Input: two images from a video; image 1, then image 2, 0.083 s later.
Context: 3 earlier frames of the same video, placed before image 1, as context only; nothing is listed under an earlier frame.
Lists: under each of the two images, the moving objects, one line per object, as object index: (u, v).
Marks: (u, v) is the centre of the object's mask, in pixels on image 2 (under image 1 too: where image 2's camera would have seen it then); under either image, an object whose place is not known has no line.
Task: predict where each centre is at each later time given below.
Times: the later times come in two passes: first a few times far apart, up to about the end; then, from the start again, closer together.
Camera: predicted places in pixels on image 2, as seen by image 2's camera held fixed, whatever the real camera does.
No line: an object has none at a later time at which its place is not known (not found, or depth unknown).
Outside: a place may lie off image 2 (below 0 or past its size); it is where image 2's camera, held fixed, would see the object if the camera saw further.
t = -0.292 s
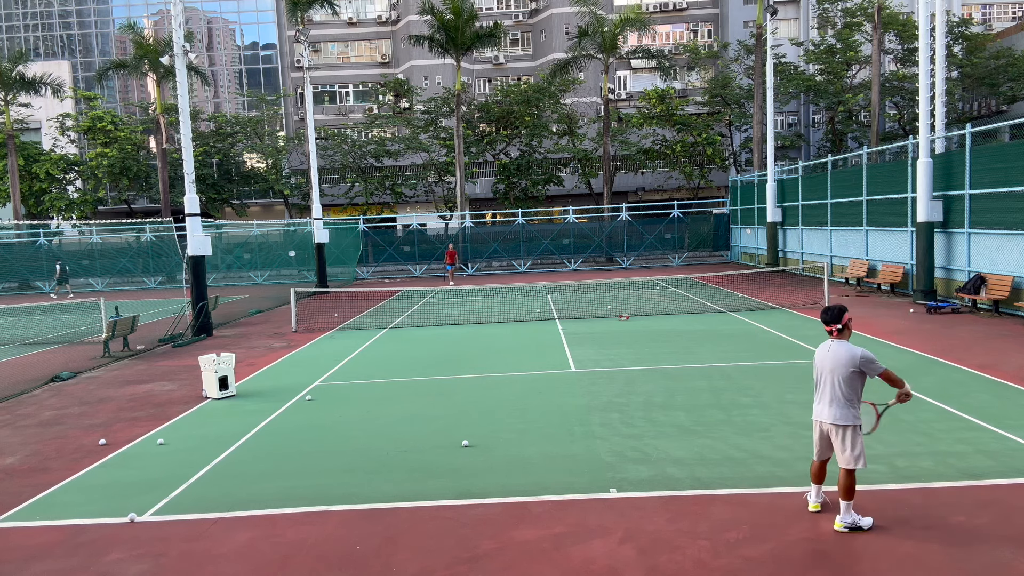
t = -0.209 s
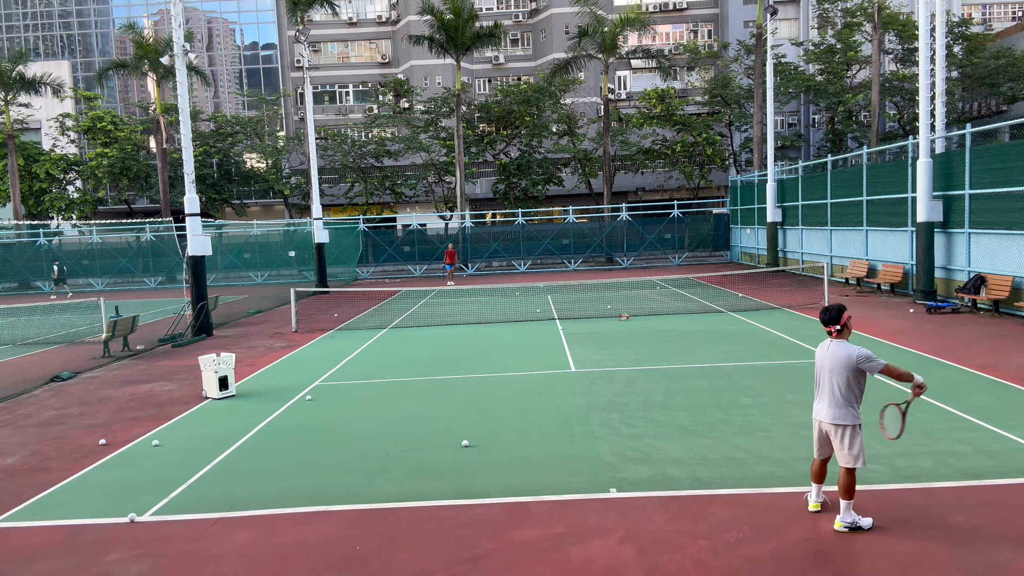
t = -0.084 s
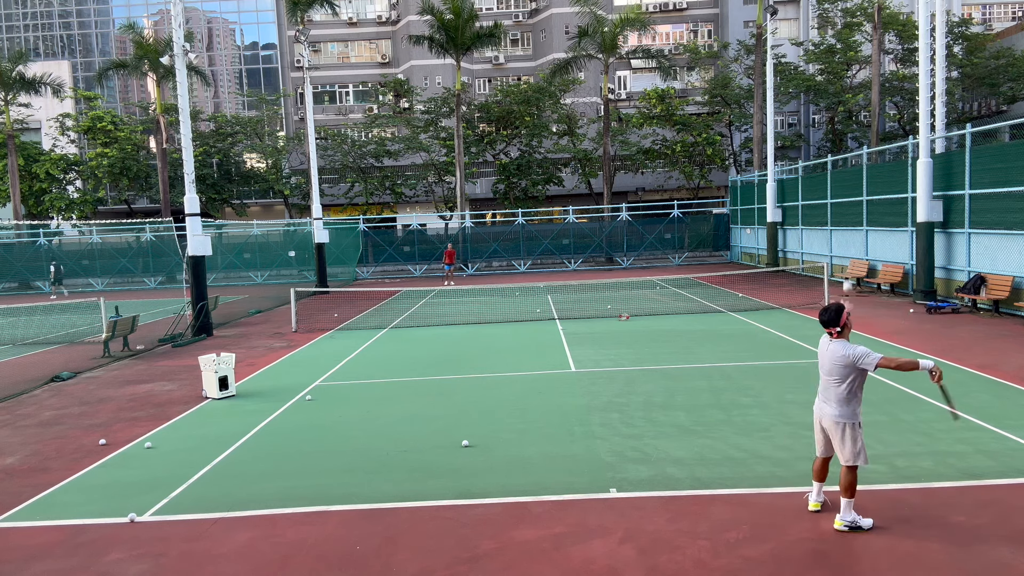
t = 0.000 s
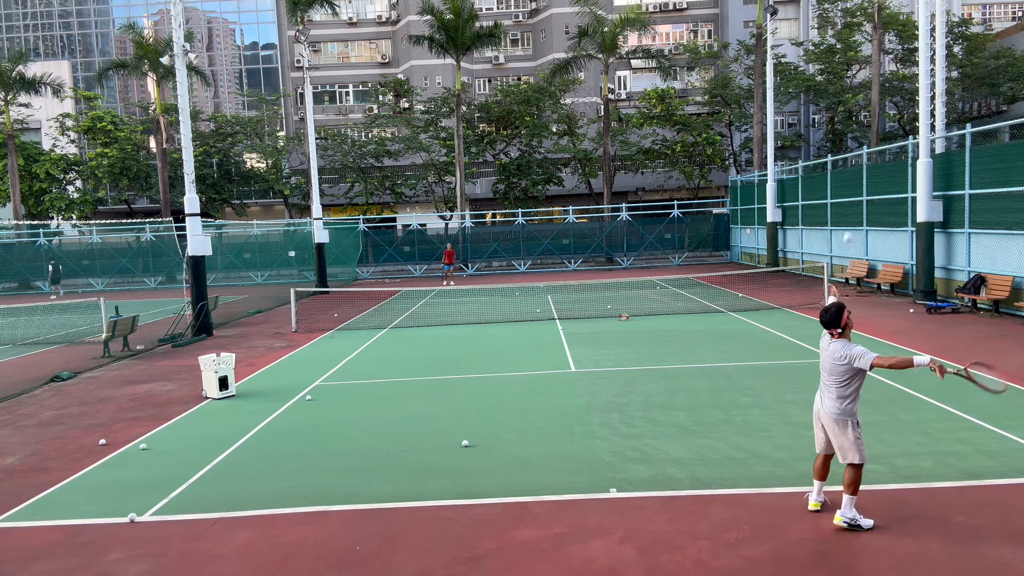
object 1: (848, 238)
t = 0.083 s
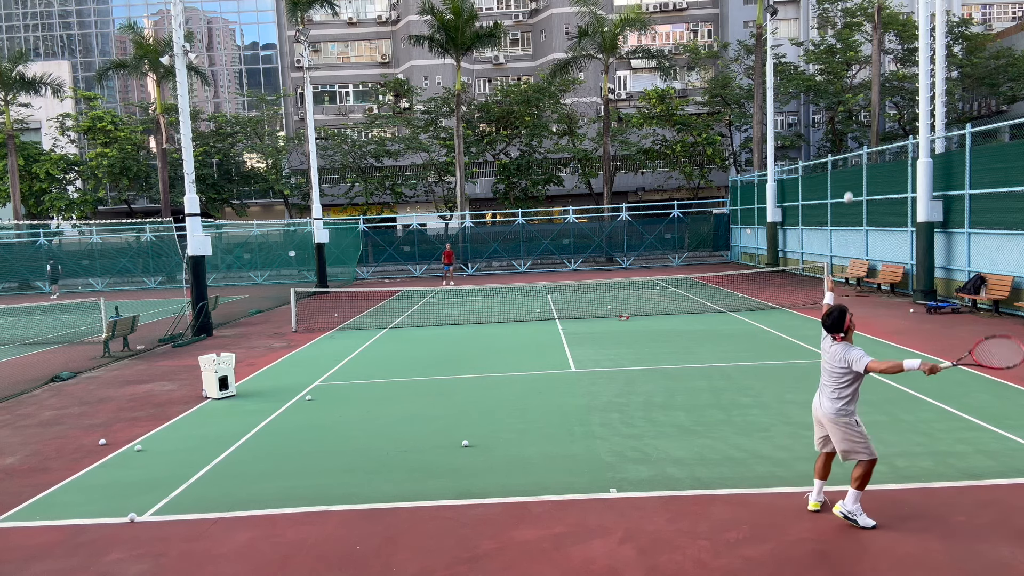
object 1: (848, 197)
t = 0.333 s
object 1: (851, 127)
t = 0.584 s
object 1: (853, 132)
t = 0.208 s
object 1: (849, 153)
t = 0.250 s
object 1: (850, 142)
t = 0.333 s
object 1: (851, 127)
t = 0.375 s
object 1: (851, 123)
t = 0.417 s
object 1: (851, 120)
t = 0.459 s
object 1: (852, 120)
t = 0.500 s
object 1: (852, 122)
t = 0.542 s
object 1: (853, 126)
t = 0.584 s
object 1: (853, 132)
